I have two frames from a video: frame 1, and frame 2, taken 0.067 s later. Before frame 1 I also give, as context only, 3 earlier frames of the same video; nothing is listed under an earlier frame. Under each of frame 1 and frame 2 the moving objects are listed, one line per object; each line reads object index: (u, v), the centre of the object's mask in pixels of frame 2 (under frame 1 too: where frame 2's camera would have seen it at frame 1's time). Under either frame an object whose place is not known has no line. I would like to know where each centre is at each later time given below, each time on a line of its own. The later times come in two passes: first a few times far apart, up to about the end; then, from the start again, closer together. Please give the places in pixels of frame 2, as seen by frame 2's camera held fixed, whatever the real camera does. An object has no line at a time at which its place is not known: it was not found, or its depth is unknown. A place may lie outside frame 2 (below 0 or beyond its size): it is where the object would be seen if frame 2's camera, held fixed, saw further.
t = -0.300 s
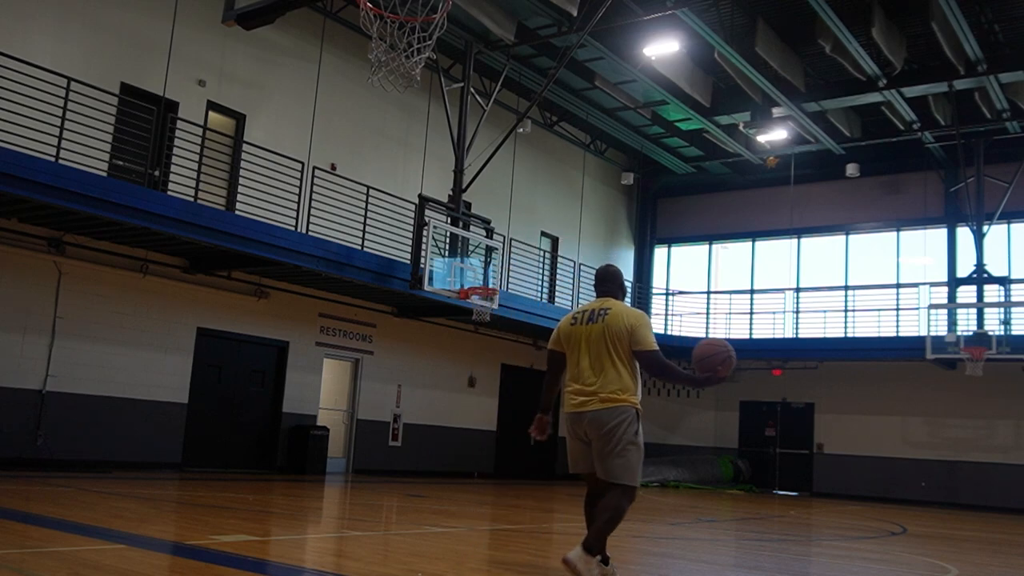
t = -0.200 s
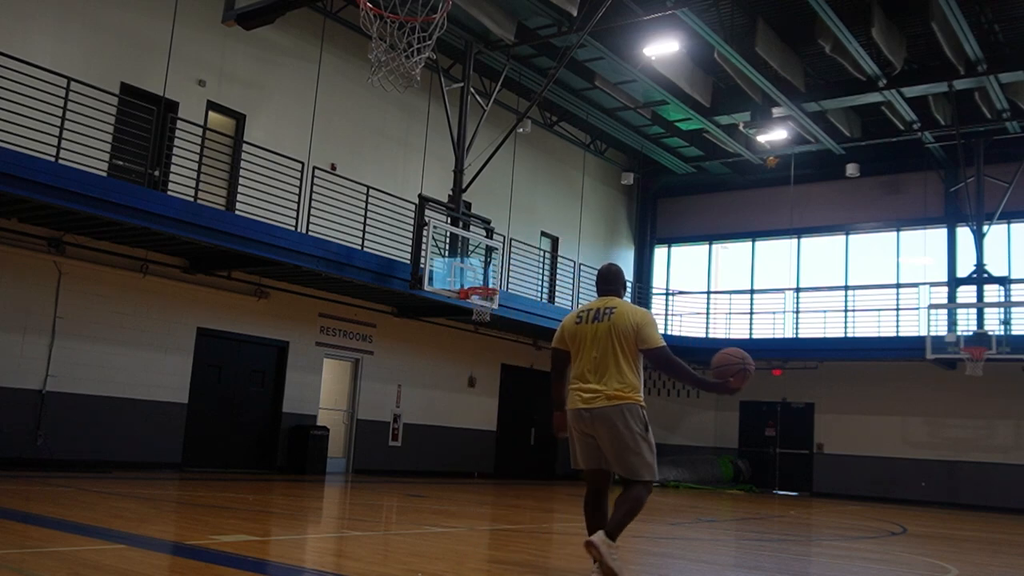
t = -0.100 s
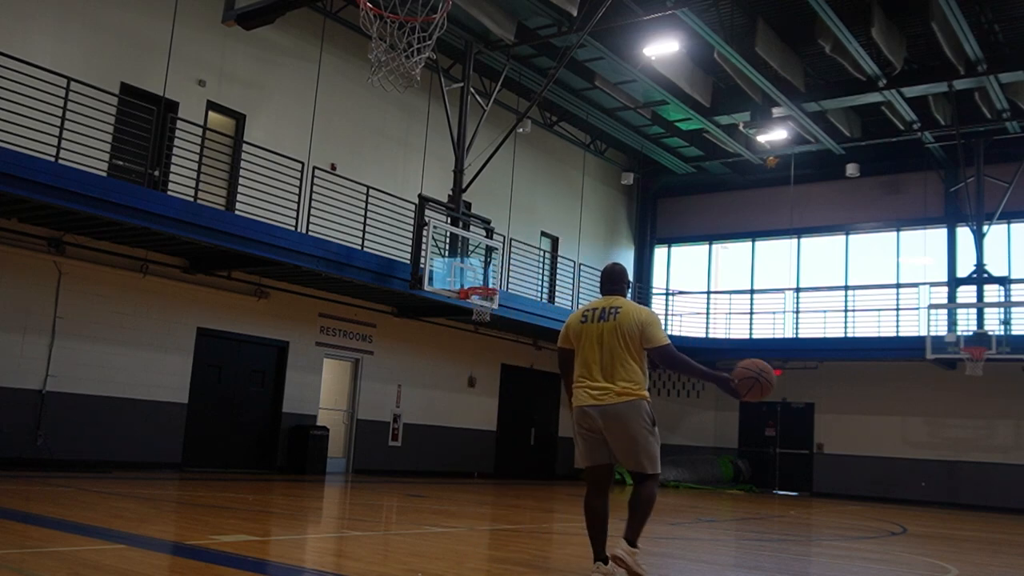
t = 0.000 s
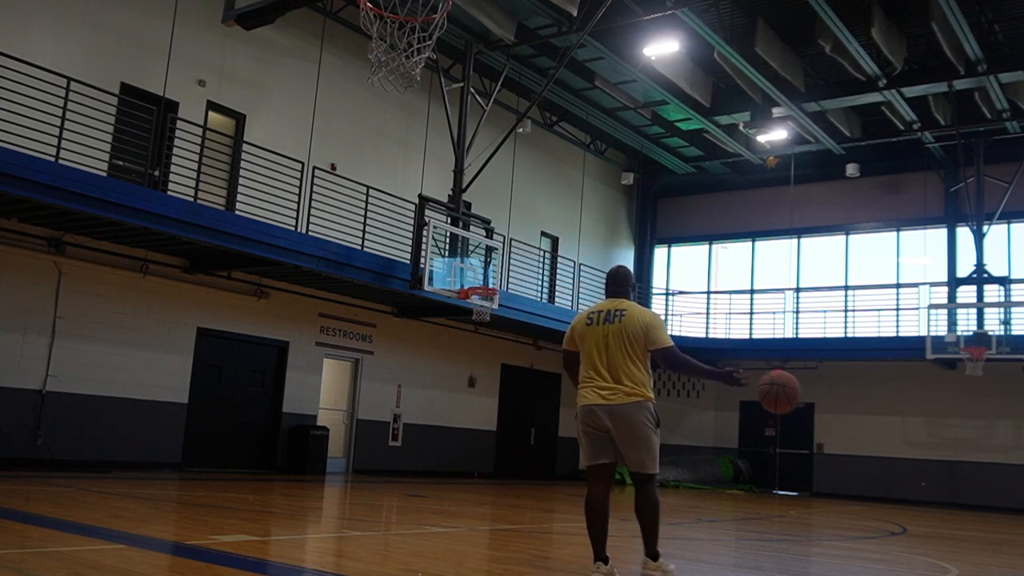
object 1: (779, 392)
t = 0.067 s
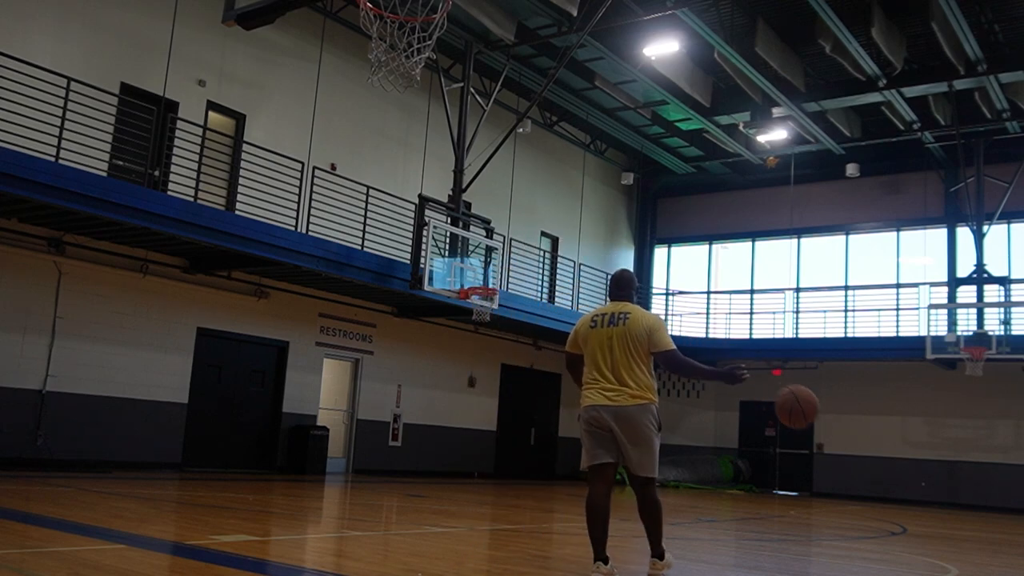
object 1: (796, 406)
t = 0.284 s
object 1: (854, 508)
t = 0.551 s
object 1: (924, 502)
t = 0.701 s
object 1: (963, 471)
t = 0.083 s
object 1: (801, 411)
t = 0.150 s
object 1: (819, 436)
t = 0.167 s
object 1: (823, 444)
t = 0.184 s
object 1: (828, 452)
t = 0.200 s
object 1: (832, 459)
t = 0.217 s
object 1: (837, 469)
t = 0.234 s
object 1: (842, 478)
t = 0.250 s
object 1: (846, 487)
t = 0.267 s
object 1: (850, 497)
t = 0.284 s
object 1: (854, 508)
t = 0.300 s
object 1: (859, 520)
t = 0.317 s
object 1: (863, 531)
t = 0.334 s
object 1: (867, 545)
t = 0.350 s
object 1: (872, 557)
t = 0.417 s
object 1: (890, 560)
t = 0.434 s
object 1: (895, 555)
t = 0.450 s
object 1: (898, 546)
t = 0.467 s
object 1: (903, 537)
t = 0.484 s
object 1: (907, 529)
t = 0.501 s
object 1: (912, 521)
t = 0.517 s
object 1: (916, 514)
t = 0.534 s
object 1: (920, 507)
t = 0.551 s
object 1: (924, 502)
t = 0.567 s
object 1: (929, 496)
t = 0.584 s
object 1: (933, 491)
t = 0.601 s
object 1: (937, 487)
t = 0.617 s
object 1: (942, 483)
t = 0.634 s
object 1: (945, 480)
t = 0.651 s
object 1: (950, 477)
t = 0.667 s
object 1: (953, 474)
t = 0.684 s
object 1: (958, 473)
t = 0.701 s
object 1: (963, 471)
